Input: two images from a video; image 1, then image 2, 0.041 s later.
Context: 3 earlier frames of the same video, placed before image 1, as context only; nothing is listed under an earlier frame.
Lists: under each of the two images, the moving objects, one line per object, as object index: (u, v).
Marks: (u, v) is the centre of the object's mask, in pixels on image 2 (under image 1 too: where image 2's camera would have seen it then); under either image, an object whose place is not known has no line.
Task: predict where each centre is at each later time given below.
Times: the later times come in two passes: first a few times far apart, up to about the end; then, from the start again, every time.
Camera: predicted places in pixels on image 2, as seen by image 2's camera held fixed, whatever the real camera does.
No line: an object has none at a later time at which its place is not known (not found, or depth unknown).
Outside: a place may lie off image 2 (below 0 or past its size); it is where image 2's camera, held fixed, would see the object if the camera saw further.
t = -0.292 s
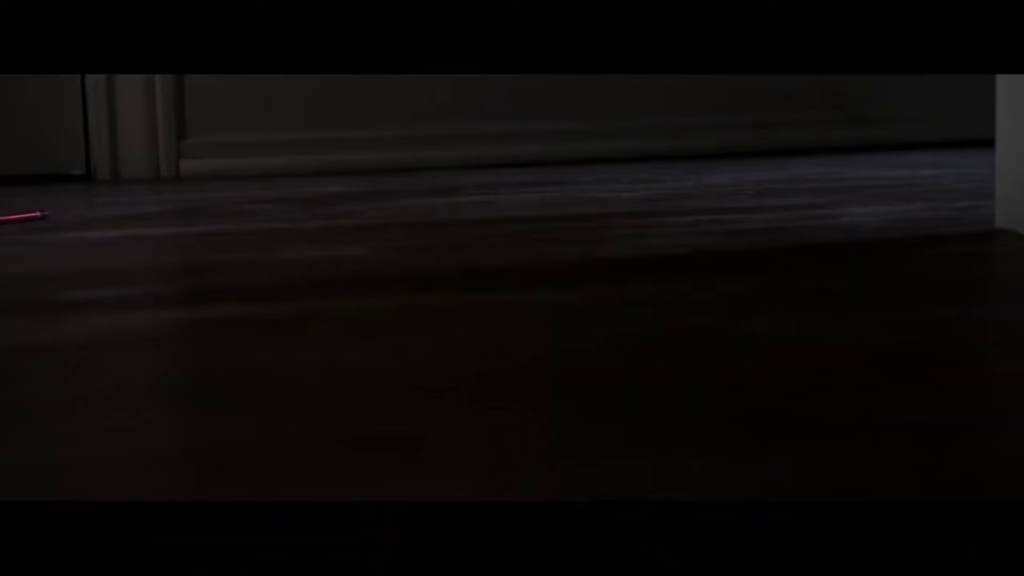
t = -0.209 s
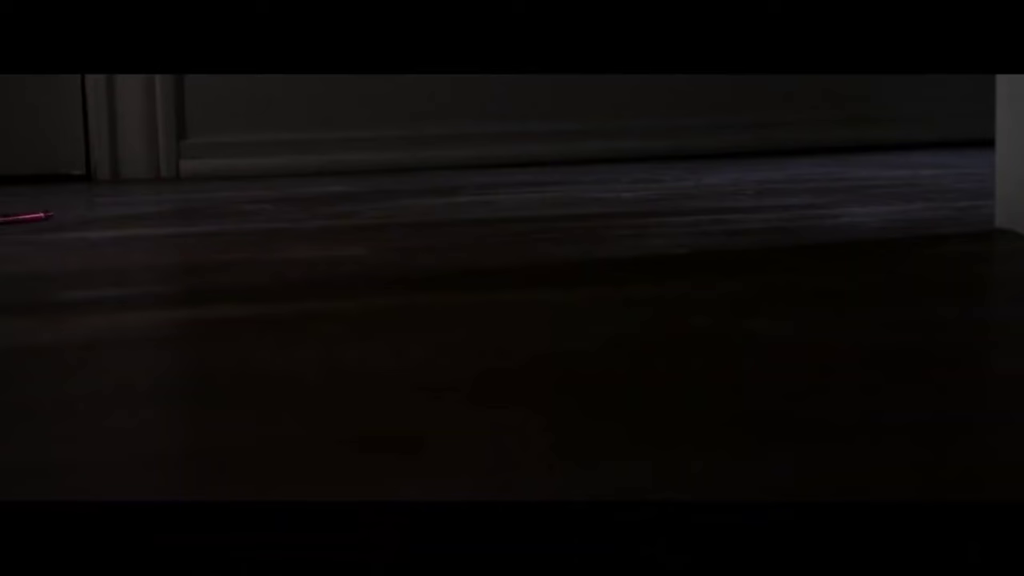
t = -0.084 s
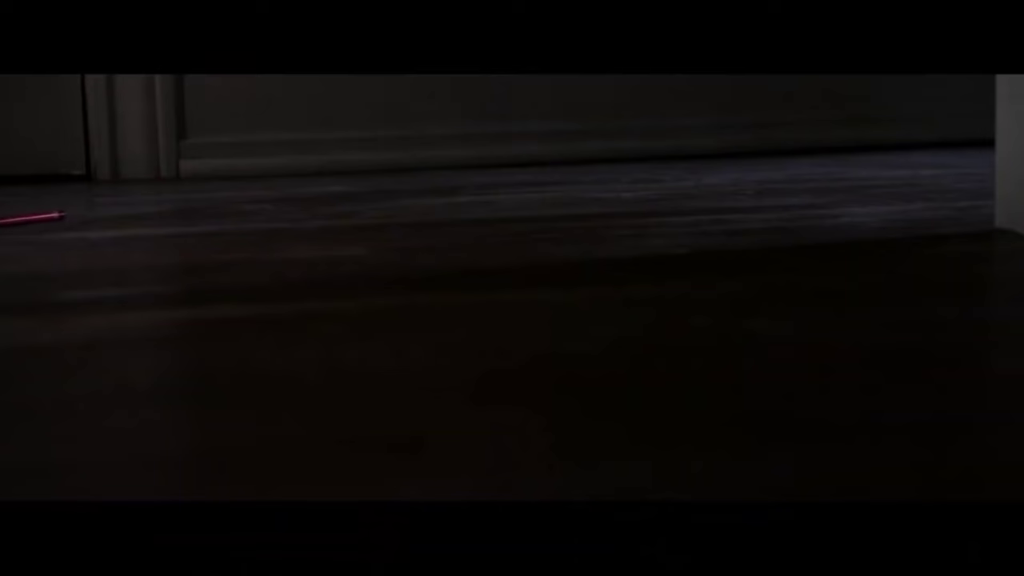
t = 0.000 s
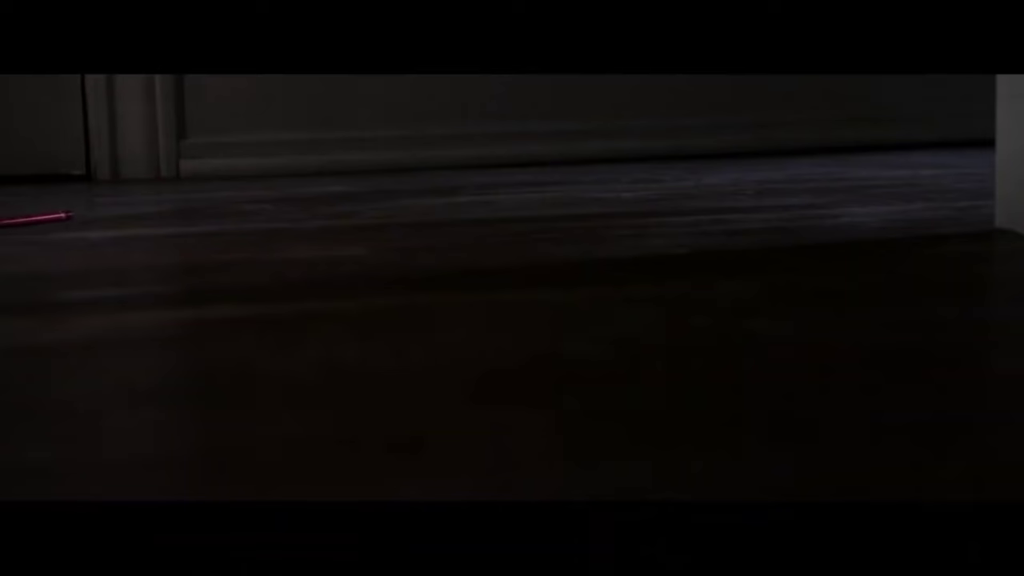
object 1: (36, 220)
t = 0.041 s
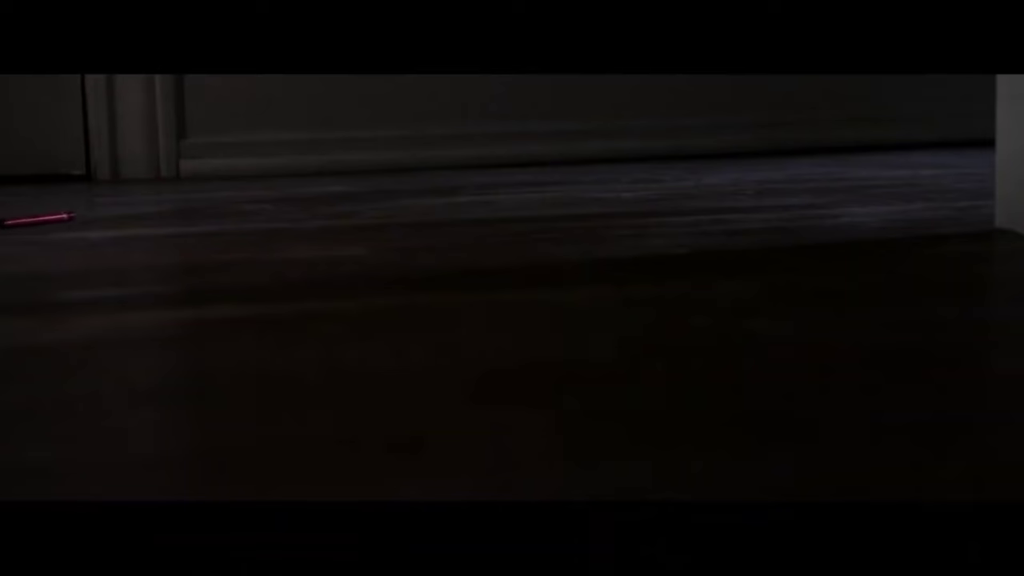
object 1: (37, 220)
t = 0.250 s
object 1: (62, 222)
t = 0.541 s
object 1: (112, 225)
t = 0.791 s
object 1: (163, 228)
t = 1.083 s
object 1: (225, 232)
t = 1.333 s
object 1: (279, 236)
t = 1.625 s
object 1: (329, 238)
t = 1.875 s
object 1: (354, 240)
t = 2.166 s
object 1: (389, 244)
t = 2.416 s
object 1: (417, 247)
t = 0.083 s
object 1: (40, 221)
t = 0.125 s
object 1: (45, 221)
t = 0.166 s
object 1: (51, 221)
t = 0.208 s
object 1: (56, 222)
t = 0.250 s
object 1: (62, 222)
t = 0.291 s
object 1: (69, 222)
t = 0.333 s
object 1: (76, 223)
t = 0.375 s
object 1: (82, 223)
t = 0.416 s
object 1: (88, 224)
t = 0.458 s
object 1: (96, 224)
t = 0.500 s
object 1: (104, 224)
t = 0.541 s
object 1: (112, 225)
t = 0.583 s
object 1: (119, 225)
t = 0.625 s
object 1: (129, 226)
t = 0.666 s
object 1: (137, 226)
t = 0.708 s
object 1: (144, 227)
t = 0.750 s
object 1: (154, 228)
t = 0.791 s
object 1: (163, 228)
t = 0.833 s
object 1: (172, 229)
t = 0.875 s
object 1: (181, 229)
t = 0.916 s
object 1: (190, 230)
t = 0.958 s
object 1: (198, 230)
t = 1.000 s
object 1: (208, 231)
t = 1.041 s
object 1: (216, 232)
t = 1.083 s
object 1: (225, 232)
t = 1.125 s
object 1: (236, 233)
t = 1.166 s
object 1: (244, 234)
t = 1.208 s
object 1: (252, 234)
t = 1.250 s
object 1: (262, 234)
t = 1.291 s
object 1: (270, 235)
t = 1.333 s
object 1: (279, 236)
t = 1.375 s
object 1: (287, 236)
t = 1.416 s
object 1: (292, 236)
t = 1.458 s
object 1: (302, 236)
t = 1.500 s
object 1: (309, 237)
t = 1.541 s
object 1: (317, 238)
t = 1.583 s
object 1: (323, 239)
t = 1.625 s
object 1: (329, 238)
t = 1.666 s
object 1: (333, 238)
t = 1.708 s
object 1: (336, 238)
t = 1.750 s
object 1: (338, 239)
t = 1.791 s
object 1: (343, 239)
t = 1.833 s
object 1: (348, 240)
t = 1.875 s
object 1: (354, 240)
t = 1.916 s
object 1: (358, 241)
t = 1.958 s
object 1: (362, 241)
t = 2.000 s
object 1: (368, 242)
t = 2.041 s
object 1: (373, 242)
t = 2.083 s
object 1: (379, 243)
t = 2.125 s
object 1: (383, 244)
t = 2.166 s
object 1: (389, 244)
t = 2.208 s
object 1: (393, 245)
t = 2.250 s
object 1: (400, 245)
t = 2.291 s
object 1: (405, 245)
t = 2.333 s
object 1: (410, 246)
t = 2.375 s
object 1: (415, 247)
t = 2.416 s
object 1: (417, 247)
